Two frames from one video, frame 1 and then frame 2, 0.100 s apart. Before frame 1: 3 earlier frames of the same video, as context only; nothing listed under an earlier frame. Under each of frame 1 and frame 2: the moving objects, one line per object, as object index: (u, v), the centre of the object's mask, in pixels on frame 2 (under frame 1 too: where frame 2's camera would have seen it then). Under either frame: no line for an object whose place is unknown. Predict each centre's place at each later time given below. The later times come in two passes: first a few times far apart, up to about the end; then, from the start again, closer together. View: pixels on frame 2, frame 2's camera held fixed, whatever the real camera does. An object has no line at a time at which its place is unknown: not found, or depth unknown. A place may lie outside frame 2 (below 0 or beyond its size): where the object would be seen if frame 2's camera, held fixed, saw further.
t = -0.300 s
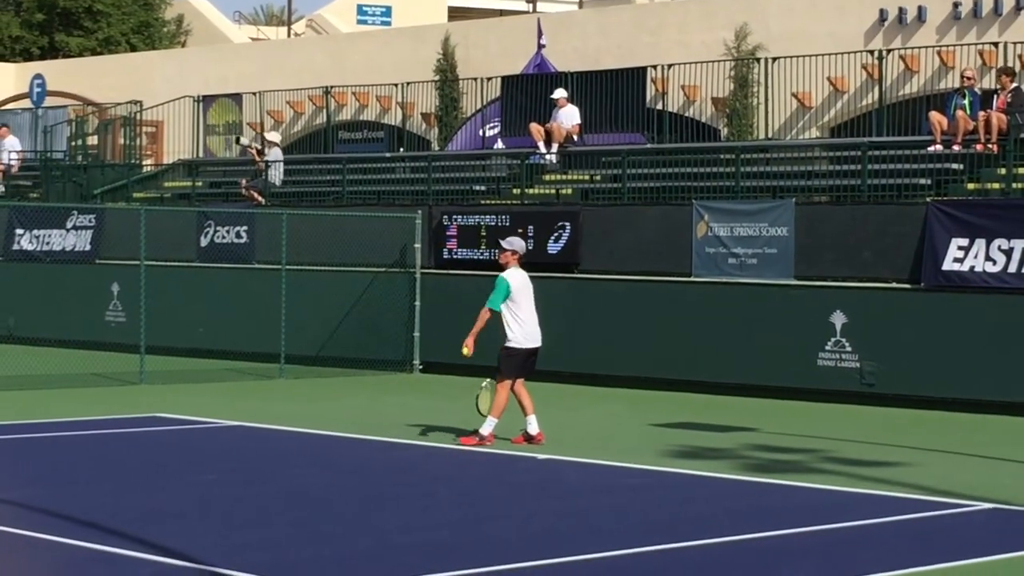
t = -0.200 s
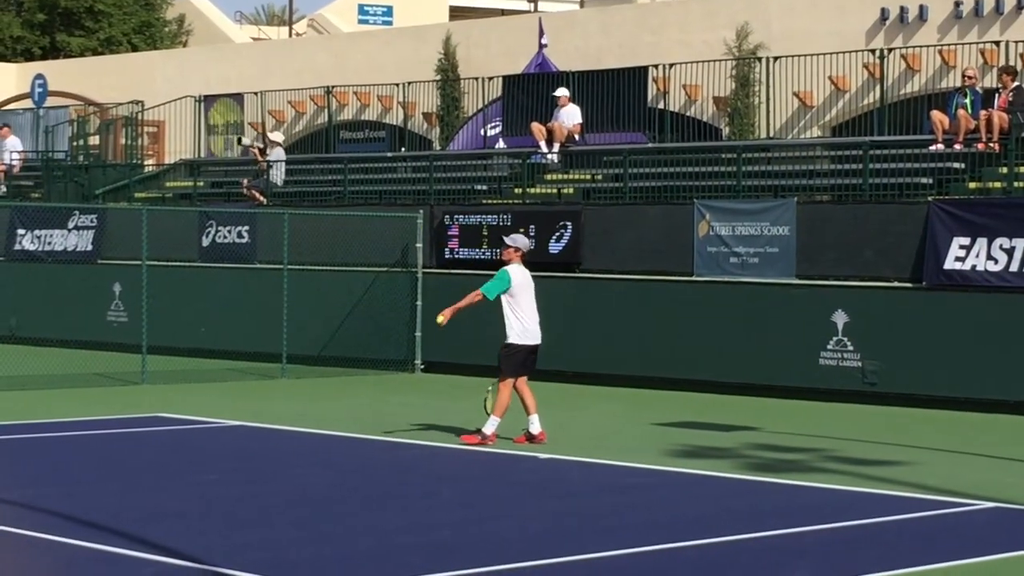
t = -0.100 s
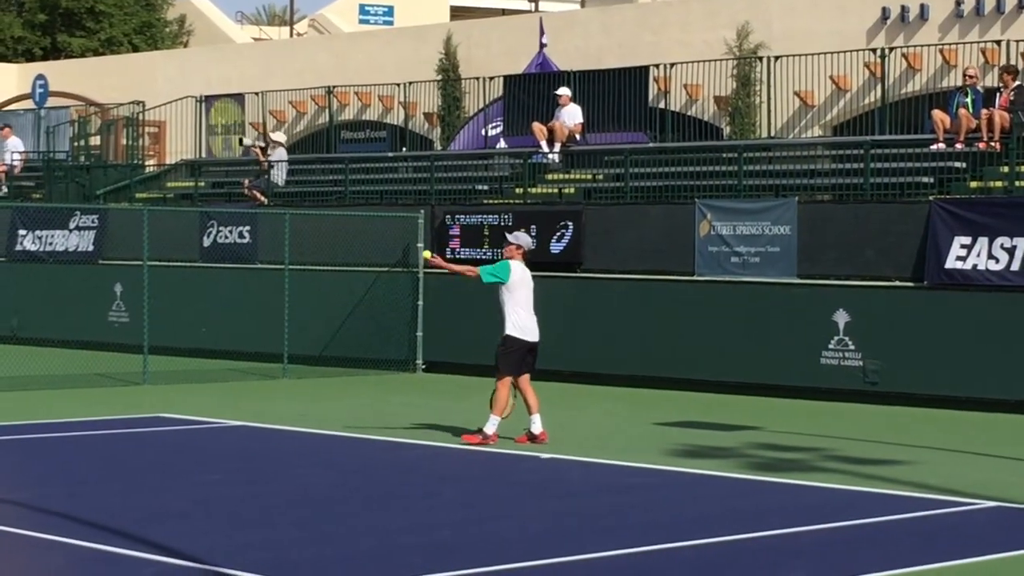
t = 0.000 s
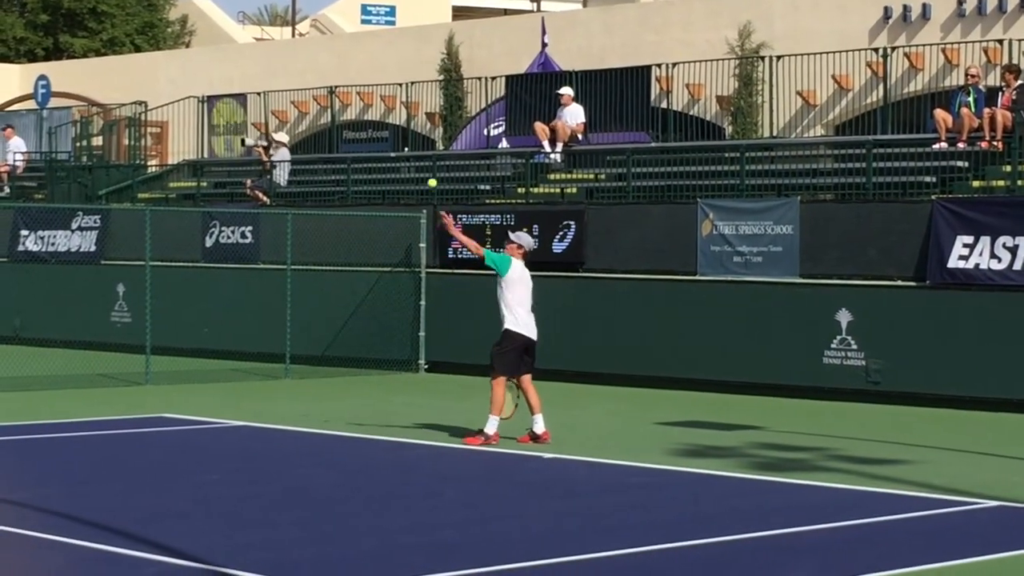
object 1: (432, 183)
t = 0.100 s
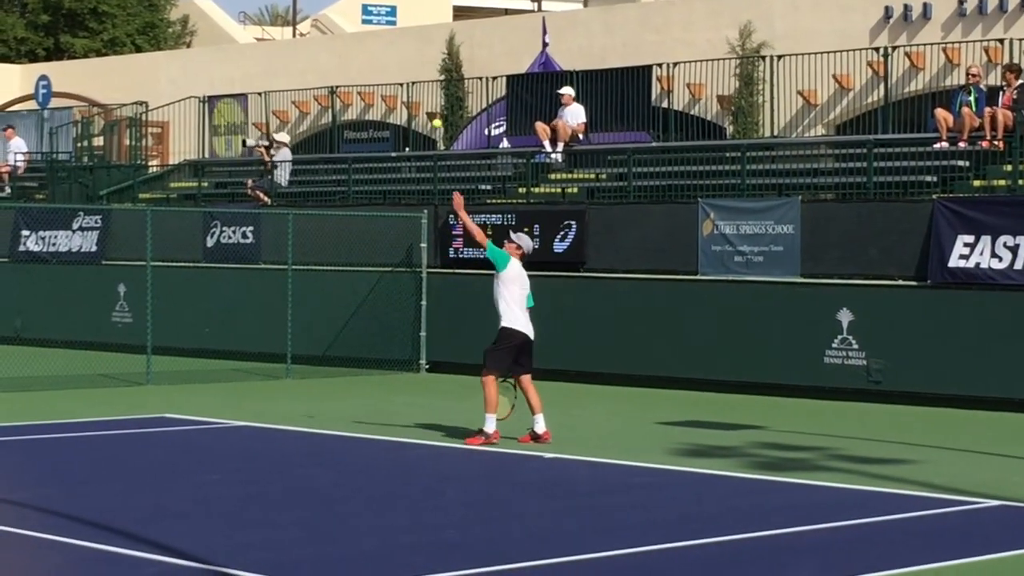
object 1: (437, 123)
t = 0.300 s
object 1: (445, 42)
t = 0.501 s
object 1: (453, 10)
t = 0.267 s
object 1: (443, 53)
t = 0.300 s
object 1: (445, 42)
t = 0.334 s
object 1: (446, 33)
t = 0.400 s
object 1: (449, 20)
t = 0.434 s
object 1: (451, 16)
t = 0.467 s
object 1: (452, 12)
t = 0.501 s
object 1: (453, 10)
